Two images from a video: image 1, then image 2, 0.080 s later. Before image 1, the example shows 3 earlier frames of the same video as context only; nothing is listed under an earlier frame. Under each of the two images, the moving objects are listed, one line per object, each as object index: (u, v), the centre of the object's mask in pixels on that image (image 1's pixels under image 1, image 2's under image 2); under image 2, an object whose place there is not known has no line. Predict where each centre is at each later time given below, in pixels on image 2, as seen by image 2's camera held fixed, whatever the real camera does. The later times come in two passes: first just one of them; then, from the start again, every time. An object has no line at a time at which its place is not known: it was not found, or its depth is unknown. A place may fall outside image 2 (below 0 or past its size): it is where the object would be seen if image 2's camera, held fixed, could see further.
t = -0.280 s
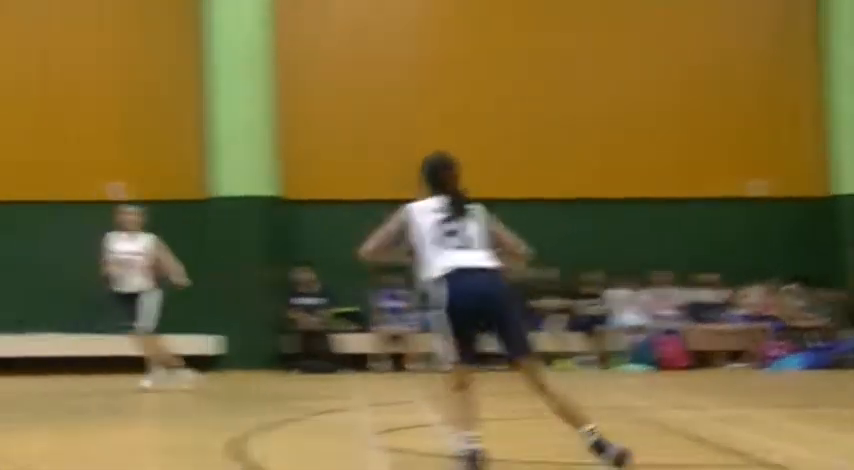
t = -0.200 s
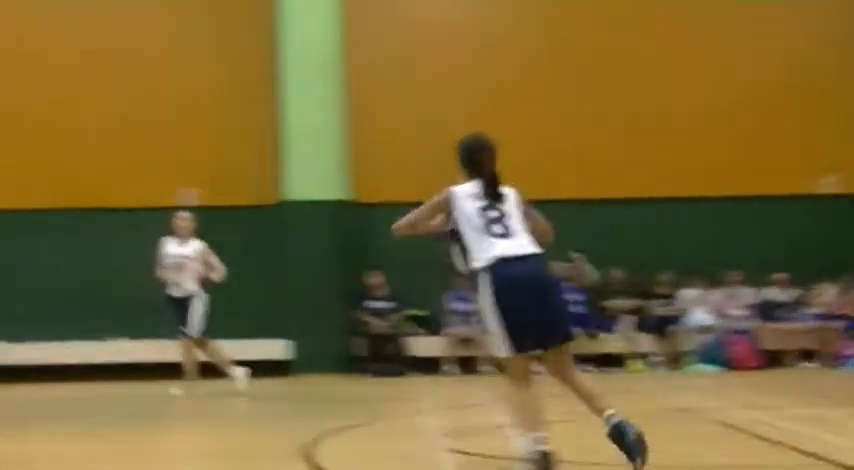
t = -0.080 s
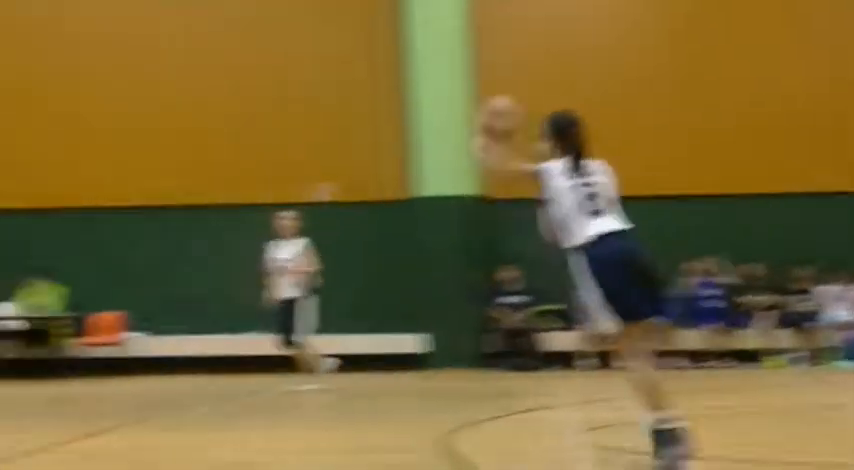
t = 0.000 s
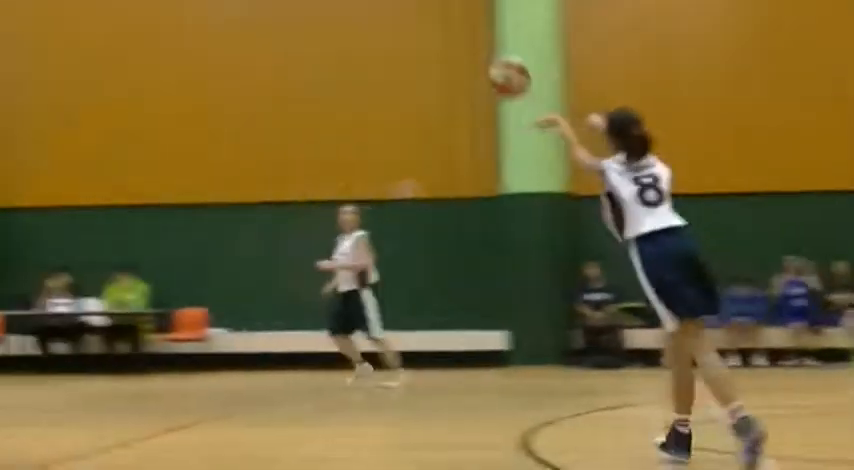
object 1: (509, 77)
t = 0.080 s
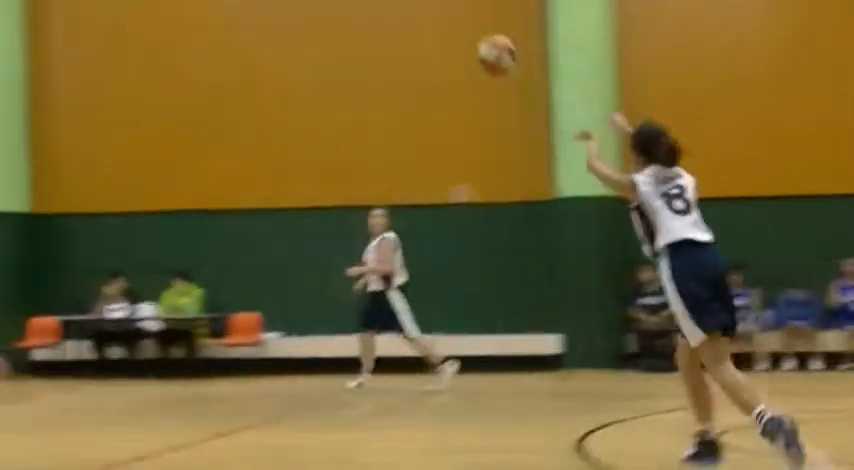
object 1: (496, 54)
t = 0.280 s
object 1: (367, 41)
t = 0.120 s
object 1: (468, 48)
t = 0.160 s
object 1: (440, 42)
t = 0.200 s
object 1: (416, 40)
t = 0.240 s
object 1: (393, 40)
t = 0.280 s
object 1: (367, 41)
